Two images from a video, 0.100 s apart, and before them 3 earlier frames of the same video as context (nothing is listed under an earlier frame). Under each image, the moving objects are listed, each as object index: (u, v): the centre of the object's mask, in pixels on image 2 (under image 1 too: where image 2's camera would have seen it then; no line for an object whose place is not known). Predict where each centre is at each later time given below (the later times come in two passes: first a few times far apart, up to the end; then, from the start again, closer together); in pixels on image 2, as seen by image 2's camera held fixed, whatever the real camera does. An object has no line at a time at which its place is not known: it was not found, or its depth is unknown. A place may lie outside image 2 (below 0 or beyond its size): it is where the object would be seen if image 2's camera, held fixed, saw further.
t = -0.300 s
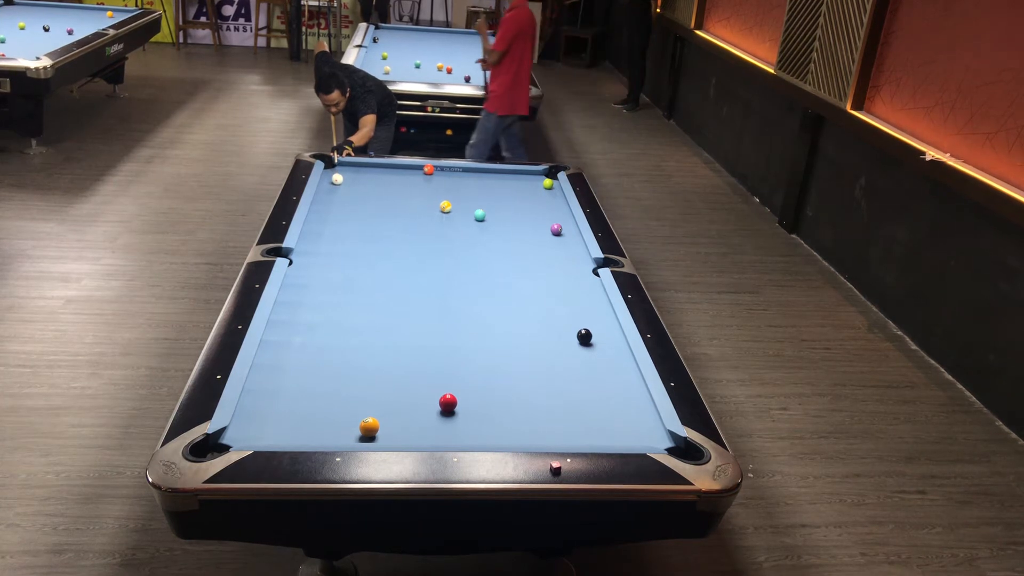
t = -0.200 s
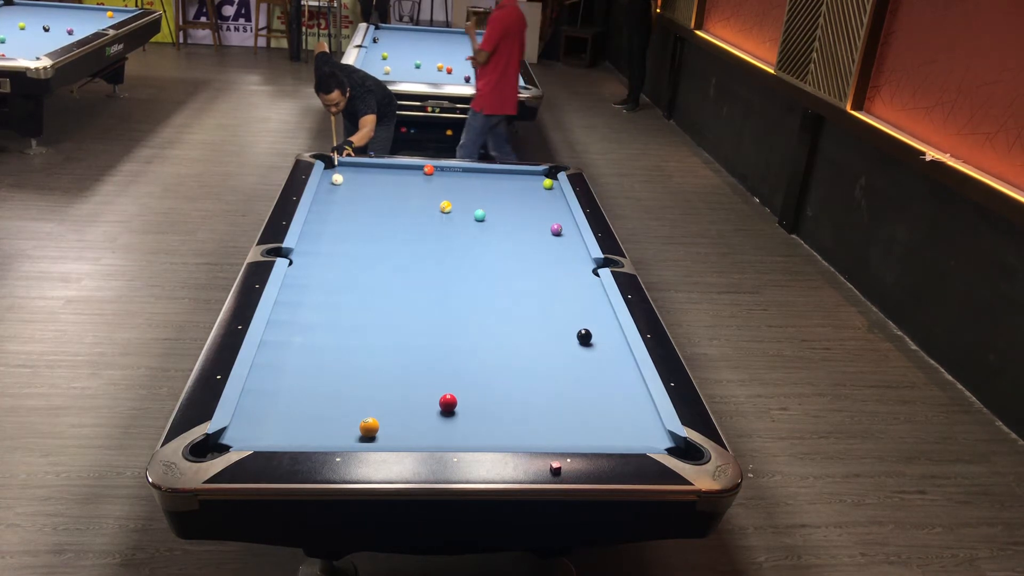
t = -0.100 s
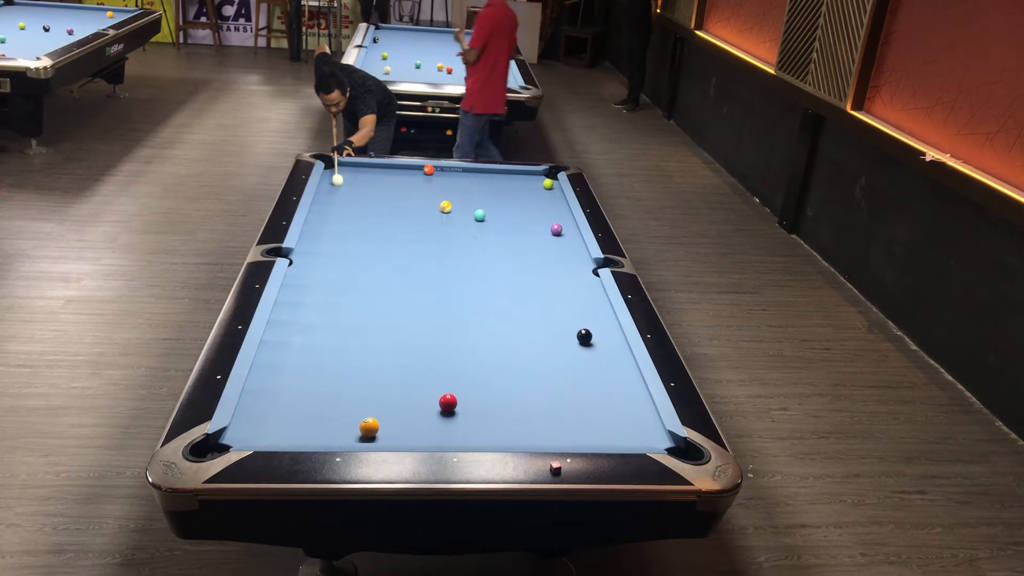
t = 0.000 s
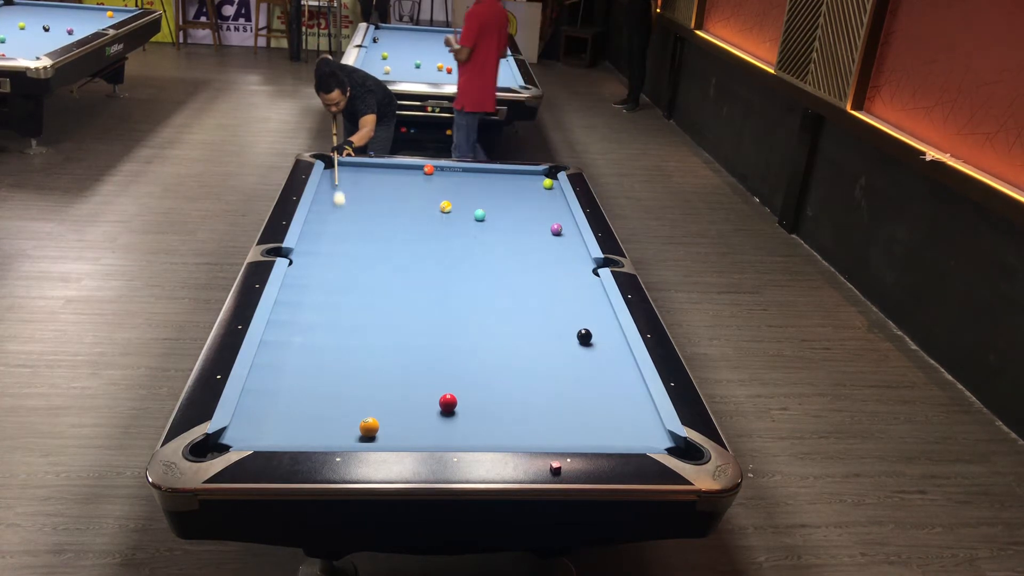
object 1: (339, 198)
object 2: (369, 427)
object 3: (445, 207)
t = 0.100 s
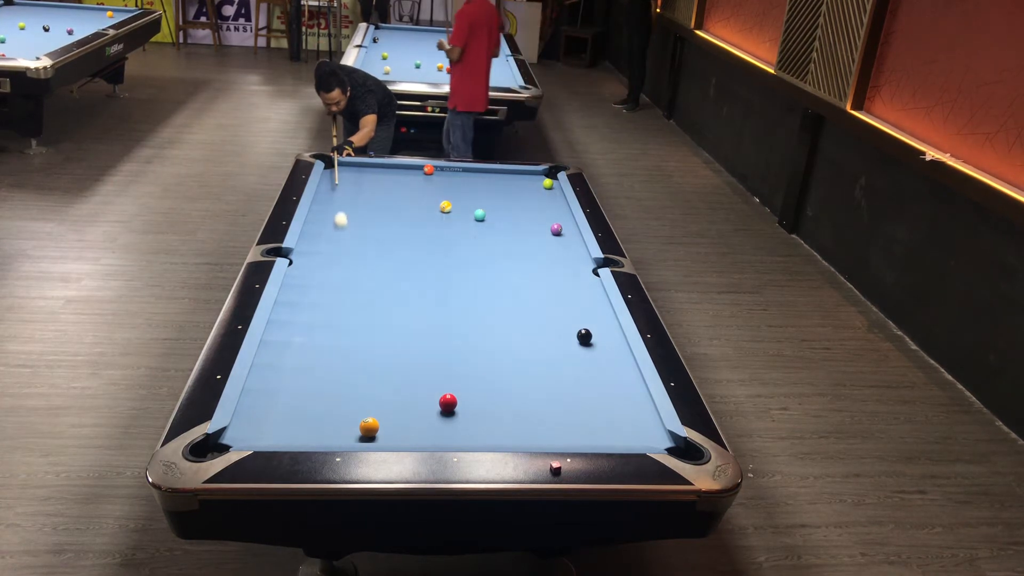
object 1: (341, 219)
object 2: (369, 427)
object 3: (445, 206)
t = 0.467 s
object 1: (346, 309)
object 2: (369, 427)
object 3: (446, 206)
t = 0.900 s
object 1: (316, 416)
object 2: (413, 436)
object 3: (446, 207)
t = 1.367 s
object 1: (279, 345)
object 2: (488, 422)
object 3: (446, 206)
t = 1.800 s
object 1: (327, 304)
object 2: (546, 408)
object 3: (446, 206)
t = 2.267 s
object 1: (367, 269)
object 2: (600, 396)
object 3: (446, 206)
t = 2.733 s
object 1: (398, 241)
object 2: (635, 386)
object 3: (446, 206)
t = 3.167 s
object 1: (421, 221)
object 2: (611, 380)
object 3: (446, 206)
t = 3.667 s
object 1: (432, 203)
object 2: (590, 375)
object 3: (455, 205)
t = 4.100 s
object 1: (427, 193)
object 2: (576, 372)
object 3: (473, 201)
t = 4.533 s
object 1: (423, 184)
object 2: (567, 370)
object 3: (489, 199)
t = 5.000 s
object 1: (418, 175)
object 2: (561, 369)
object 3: (503, 196)
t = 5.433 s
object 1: (414, 169)
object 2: (560, 370)
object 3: (513, 195)
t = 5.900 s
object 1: (414, 169)
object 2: (560, 369)
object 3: (522, 193)
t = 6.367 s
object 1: (416, 171)
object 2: (560, 369)
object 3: (528, 193)
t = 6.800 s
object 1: (416, 172)
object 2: (560, 368)
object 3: (531, 192)
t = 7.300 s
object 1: (416, 172)
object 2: (560, 369)
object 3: (531, 192)
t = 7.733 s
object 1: (416, 172)
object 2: (560, 369)
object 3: (531, 192)
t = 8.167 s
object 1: (416, 172)
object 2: (560, 368)
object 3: (531, 192)
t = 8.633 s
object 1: (416, 172)
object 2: (560, 368)
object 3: (531, 192)
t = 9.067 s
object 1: (416, 172)
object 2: (560, 368)
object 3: (531, 192)
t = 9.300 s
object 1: (416, 172)
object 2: (560, 368)
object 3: (531, 192)
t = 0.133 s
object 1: (341, 226)
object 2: (369, 427)
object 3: (446, 206)
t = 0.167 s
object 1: (342, 233)
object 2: (369, 427)
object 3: (446, 207)
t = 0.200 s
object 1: (342, 241)
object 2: (369, 427)
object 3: (446, 207)
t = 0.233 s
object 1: (343, 248)
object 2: (369, 427)
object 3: (446, 207)
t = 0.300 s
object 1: (344, 264)
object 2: (369, 427)
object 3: (445, 206)
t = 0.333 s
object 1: (344, 272)
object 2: (369, 427)
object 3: (445, 206)
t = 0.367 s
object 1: (345, 281)
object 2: (369, 427)
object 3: (445, 207)
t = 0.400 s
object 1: (345, 290)
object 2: (369, 427)
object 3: (446, 207)
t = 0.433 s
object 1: (346, 300)
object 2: (369, 427)
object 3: (446, 207)
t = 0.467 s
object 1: (346, 309)
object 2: (369, 427)
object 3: (446, 206)
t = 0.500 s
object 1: (347, 320)
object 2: (369, 427)
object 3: (446, 206)
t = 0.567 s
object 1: (348, 342)
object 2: (369, 427)
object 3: (446, 206)
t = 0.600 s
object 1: (349, 354)
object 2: (369, 427)
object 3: (446, 207)
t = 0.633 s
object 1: (349, 367)
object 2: (369, 427)
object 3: (446, 207)
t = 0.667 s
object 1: (350, 380)
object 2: (369, 427)
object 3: (446, 206)
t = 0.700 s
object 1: (350, 394)
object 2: (369, 427)
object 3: (445, 207)
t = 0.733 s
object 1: (351, 409)
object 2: (369, 427)
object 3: (445, 206)
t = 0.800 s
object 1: (338, 434)
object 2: (384, 431)
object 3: (446, 207)
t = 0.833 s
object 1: (329, 433)
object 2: (395, 434)
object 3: (446, 206)
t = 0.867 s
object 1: (322, 425)
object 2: (404, 435)
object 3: (446, 206)
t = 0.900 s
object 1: (316, 416)
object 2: (413, 436)
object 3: (446, 207)
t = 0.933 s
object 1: (309, 409)
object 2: (419, 435)
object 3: (446, 207)
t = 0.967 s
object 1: (304, 403)
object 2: (424, 434)
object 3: (446, 207)
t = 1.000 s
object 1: (298, 397)
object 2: (430, 434)
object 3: (446, 206)
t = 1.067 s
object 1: (288, 386)
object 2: (442, 433)
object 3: (446, 206)
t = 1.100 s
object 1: (283, 380)
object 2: (447, 431)
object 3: (446, 207)
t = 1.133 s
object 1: (278, 375)
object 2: (452, 430)
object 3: (446, 206)
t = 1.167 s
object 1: (274, 370)
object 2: (457, 428)
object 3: (446, 206)
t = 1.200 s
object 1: (269, 365)
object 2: (463, 427)
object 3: (446, 206)
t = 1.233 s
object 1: (264, 360)
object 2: (468, 427)
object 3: (446, 206)
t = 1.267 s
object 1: (265, 356)
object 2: (473, 425)
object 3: (446, 206)
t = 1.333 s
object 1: (274, 348)
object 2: (483, 423)
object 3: (446, 206)
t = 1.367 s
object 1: (279, 345)
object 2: (488, 422)
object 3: (446, 206)
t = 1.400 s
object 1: (283, 341)
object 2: (492, 420)
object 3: (446, 206)
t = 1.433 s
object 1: (287, 338)
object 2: (497, 419)
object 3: (446, 206)
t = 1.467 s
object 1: (291, 334)
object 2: (502, 418)
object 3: (446, 206)
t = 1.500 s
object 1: (295, 331)
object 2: (507, 417)
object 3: (446, 206)
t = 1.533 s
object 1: (299, 327)
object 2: (511, 416)
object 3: (446, 206)
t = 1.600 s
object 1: (306, 321)
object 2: (520, 414)
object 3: (446, 206)
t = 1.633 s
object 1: (310, 318)
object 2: (525, 413)
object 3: (446, 206)
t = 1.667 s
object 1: (313, 315)
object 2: (529, 412)
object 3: (446, 206)
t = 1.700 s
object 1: (316, 312)
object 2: (533, 411)
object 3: (446, 206)
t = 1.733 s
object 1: (320, 309)
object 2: (538, 410)
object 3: (446, 206)
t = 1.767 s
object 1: (323, 306)
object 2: (542, 409)
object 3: (446, 206)
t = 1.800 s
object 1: (327, 304)
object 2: (546, 408)
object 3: (446, 206)
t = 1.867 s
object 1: (333, 298)
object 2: (554, 406)
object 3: (446, 206)
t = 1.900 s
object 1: (336, 296)
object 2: (559, 405)
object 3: (446, 206)
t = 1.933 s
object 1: (339, 293)
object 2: (563, 405)
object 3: (446, 206)
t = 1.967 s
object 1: (342, 290)
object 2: (567, 403)
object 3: (446, 206)
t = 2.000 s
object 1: (345, 288)
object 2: (571, 403)
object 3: (446, 206)
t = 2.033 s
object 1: (348, 285)
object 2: (574, 402)
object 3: (446, 206)
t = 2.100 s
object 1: (354, 280)
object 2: (582, 400)
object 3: (446, 206)
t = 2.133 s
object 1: (356, 278)
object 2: (586, 399)
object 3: (446, 206)
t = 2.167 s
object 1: (359, 275)
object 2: (589, 398)
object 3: (446, 206)
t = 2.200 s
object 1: (361, 273)
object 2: (593, 397)
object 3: (446, 206)
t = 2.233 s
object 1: (364, 271)
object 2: (597, 397)
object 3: (446, 206)
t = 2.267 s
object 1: (367, 269)
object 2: (600, 396)
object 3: (446, 206)
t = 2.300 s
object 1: (369, 267)
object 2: (604, 395)
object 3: (446, 206)
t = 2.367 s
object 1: (374, 262)
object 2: (611, 394)
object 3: (446, 206)
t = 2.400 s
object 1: (376, 260)
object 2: (614, 393)
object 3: (446, 206)
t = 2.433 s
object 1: (379, 258)
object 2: (618, 392)
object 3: (446, 206)
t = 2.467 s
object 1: (381, 257)
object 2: (621, 392)
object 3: (446, 206)
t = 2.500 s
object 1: (383, 254)
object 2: (624, 391)
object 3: (446, 206)
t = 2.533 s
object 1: (385, 253)
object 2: (627, 390)
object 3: (446, 206)
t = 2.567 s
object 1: (388, 250)
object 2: (631, 389)
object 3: (446, 206)
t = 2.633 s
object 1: (392, 247)
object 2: (637, 388)
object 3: (446, 206)
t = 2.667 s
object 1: (394, 245)
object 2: (638, 387)
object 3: (446, 206)
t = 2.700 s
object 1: (396, 243)
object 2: (636, 387)
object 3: (446, 206)
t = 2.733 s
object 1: (398, 241)
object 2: (635, 386)
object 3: (446, 206)
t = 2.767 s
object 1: (400, 240)
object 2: (633, 386)
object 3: (446, 206)
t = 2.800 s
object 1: (402, 238)
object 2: (631, 385)
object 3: (446, 206)
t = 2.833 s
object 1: (404, 236)
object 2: (629, 385)
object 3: (446, 206)
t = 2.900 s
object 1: (408, 233)
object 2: (625, 384)
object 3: (446, 206)
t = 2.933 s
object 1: (409, 231)
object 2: (623, 383)
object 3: (446, 206)
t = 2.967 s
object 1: (411, 230)
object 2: (622, 383)
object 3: (446, 206)
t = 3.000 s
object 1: (413, 228)
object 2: (620, 382)
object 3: (446, 206)
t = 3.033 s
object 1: (415, 227)
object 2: (618, 382)
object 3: (446, 206)
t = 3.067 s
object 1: (416, 226)
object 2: (616, 381)
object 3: (446, 206)
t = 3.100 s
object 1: (418, 224)
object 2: (615, 381)
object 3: (446, 206)
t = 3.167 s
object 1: (421, 221)
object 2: (611, 380)
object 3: (446, 206)
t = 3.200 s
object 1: (423, 219)
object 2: (610, 380)
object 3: (446, 206)
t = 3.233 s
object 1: (424, 218)
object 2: (608, 379)
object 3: (446, 206)
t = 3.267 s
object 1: (426, 217)
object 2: (607, 379)
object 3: (446, 206)
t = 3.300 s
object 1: (427, 215)
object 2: (605, 378)
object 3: (446, 206)
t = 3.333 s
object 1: (429, 214)
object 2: (604, 378)
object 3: (446, 206)
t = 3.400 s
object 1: (432, 212)
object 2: (601, 377)
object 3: (446, 206)
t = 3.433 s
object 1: (433, 210)
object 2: (599, 377)
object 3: (446, 206)
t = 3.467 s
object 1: (434, 209)
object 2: (598, 376)
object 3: (446, 206)
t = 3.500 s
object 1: (434, 208)
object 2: (597, 376)
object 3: (447, 206)
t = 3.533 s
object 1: (434, 207)
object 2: (595, 376)
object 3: (449, 206)
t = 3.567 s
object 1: (434, 206)
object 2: (594, 376)
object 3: (450, 206)
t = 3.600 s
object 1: (433, 205)
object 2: (593, 375)
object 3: (452, 205)
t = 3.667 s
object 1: (432, 203)
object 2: (590, 375)
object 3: (455, 205)
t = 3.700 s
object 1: (432, 202)
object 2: (589, 375)
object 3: (456, 205)
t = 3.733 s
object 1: (432, 202)
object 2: (588, 374)
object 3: (458, 204)
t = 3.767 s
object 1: (431, 201)
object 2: (587, 374)
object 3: (460, 204)
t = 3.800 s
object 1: (431, 200)
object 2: (585, 374)
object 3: (461, 204)
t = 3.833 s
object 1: (430, 199)
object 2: (584, 373)
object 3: (463, 203)
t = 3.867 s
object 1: (430, 198)
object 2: (583, 373)
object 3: (464, 203)
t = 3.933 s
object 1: (429, 196)
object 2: (581, 373)
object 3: (467, 203)
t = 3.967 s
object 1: (429, 196)
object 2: (580, 373)
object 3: (468, 202)
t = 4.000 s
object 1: (428, 195)
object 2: (579, 372)
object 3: (469, 202)
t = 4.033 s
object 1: (428, 194)
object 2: (578, 372)
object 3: (471, 202)
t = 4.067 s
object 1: (428, 193)
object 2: (577, 372)
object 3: (472, 202)
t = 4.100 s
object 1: (427, 193)
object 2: (576, 372)
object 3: (473, 201)
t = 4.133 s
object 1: (427, 192)
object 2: (576, 372)
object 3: (475, 201)
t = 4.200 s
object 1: (426, 190)
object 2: (574, 371)
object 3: (477, 201)
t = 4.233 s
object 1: (426, 190)
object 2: (573, 371)
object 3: (478, 201)
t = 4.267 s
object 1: (425, 189)
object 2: (572, 371)
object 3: (480, 200)
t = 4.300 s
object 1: (425, 188)
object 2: (571, 371)
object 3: (481, 200)
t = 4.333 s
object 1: (425, 187)
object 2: (571, 371)
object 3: (482, 200)
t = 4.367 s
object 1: (424, 187)
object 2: (570, 371)
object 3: (483, 200)
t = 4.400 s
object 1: (424, 186)
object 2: (569, 371)
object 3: (484, 200)
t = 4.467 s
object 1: (423, 185)
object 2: (568, 370)
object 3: (487, 199)
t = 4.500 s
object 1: (423, 184)
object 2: (568, 370)
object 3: (488, 199)
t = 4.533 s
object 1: (423, 184)
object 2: (567, 370)
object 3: (489, 199)
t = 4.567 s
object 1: (422, 183)
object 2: (566, 370)
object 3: (490, 199)
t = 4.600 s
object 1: (422, 182)
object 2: (566, 370)
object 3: (492, 198)
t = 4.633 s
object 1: (422, 182)
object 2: (565, 370)
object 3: (493, 198)
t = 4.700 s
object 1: (421, 180)
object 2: (564, 370)
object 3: (495, 198)
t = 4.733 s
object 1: (421, 180)
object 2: (564, 370)
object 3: (496, 198)
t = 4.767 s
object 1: (420, 179)
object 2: (563, 370)
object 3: (497, 198)
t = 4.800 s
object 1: (420, 179)
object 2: (563, 370)
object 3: (498, 197)
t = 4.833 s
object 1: (420, 178)
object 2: (563, 370)
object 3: (498, 197)
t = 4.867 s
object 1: (419, 178)
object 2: (562, 370)
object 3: (499, 197)
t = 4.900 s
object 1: (419, 177)
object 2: (562, 369)
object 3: (500, 197)
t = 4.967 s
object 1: (418, 176)
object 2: (561, 369)
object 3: (502, 197)
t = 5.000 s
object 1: (418, 175)
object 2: (561, 369)
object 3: (503, 196)
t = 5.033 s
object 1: (418, 175)
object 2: (561, 369)
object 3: (504, 196)
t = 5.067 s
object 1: (418, 174)
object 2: (561, 369)
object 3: (505, 196)
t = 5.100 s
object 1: (417, 174)
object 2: (560, 369)
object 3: (506, 196)
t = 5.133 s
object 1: (417, 173)
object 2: (560, 369)
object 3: (506, 196)
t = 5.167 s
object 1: (417, 173)
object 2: (560, 369)
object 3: (507, 196)
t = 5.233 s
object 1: (416, 172)
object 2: (560, 369)
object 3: (509, 196)
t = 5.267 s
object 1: (416, 171)
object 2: (560, 369)
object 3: (510, 196)
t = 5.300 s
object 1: (415, 171)
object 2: (560, 370)
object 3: (511, 195)
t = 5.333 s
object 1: (415, 170)
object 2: (560, 369)
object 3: (511, 195)
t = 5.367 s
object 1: (415, 170)
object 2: (560, 370)
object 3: (512, 195)
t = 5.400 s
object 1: (415, 169)
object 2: (560, 370)
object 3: (513, 195)
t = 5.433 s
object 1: (414, 169)
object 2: (560, 370)
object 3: (513, 195)
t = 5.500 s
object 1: (414, 168)
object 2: (560, 369)
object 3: (515, 195)
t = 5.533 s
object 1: (414, 168)
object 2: (560, 369)
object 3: (516, 195)
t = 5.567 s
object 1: (413, 168)
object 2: (560, 369)
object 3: (516, 194)
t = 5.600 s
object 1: (413, 168)
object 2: (560, 369)
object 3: (517, 194)
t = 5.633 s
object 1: (414, 168)
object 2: (560, 369)
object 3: (518, 194)
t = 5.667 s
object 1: (414, 168)
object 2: (560, 369)
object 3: (518, 194)
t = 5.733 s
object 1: (414, 168)
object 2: (560, 369)
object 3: (519, 194)
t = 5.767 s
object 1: (414, 169)
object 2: (560, 369)
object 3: (520, 194)
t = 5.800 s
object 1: (414, 169)
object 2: (560, 369)
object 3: (521, 194)
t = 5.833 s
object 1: (414, 169)
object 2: (560, 369)
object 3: (521, 194)
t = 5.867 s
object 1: (414, 169)
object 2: (560, 369)
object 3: (522, 193)
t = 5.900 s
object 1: (414, 169)
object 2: (560, 369)
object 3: (522, 193)
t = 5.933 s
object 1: (414, 169)
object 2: (560, 369)
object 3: (523, 193)
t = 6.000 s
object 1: (414, 170)
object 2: (560, 369)
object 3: (524, 193)
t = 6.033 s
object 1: (414, 170)
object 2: (560, 369)
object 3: (524, 193)
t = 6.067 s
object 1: (415, 170)
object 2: (560, 369)
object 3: (525, 193)
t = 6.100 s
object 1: (415, 170)
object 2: (560, 369)
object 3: (525, 193)
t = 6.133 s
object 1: (415, 170)
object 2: (560, 369)
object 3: (525, 193)
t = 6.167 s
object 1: (415, 170)
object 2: (560, 369)
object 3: (526, 193)
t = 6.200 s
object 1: (415, 170)
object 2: (560, 369)
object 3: (526, 193)
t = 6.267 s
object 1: (415, 171)
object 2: (560, 369)
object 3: (527, 193)
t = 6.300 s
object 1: (415, 171)
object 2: (560, 369)
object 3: (527, 193)
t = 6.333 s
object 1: (415, 171)
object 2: (560, 369)
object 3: (528, 193)
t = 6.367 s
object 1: (416, 171)
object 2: (560, 369)
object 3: (528, 193)
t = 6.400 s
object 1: (416, 171)
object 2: (560, 369)
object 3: (528, 192)
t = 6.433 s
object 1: (416, 171)
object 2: (560, 369)
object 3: (529, 192)
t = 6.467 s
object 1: (416, 171)
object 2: (560, 369)
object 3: (529, 192)
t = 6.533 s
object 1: (416, 171)
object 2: (560, 369)
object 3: (529, 192)
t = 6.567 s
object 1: (416, 171)
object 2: (560, 369)
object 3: (530, 192)
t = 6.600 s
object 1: (416, 172)
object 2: (560, 369)
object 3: (530, 192)
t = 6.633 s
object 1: (416, 172)
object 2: (560, 369)
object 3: (530, 192)
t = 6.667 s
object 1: (416, 172)
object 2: (560, 369)
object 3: (530, 192)
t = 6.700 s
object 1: (416, 172)
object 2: (560, 369)
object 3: (531, 192)
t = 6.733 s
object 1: (416, 172)
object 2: (560, 369)
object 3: (531, 192)
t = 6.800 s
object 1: (416, 172)
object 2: (560, 368)
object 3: (531, 192)
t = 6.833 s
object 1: (416, 172)
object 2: (560, 368)
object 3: (531, 192)
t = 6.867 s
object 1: (416, 172)
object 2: (560, 369)
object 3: (531, 192)
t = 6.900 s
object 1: (416, 172)
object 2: (560, 368)
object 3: (531, 192)
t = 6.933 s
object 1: (416, 172)
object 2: (560, 368)
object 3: (531, 192)
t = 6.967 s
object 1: (416, 172)
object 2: (560, 368)
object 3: (531, 192)
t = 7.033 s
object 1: (416, 172)
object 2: (560, 368)
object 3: (531, 192)
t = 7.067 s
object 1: (416, 172)
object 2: (560, 368)
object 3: (531, 192)
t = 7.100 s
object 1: (416, 172)
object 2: (560, 368)
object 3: (531, 192)
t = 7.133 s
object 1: (416, 172)
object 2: (560, 368)
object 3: (531, 192)
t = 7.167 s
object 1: (416, 172)
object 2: (560, 368)
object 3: (531, 192)
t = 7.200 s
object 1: (416, 172)
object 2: (560, 368)
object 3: (531, 192)
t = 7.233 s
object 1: (416, 172)
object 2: (560, 368)
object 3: (531, 192)
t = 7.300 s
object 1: (416, 172)
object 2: (560, 369)
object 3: (531, 192)
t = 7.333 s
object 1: (416, 172)
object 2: (560, 368)
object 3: (531, 192)
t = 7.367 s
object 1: (416, 172)
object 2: (560, 369)
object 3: (531, 192)
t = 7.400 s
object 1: (416, 172)
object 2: (560, 368)
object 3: (531, 192)
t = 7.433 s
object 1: (416, 172)
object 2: (560, 368)
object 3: (531, 192)
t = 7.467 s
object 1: (416, 172)
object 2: (560, 368)
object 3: (531, 192)
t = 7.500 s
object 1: (416, 172)
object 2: (560, 369)
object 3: (531, 192)
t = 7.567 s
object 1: (416, 172)
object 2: (560, 368)
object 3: (531, 192)
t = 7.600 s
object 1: (416, 172)
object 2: (560, 368)
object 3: (531, 192)
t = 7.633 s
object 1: (416, 172)
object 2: (560, 368)
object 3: (531, 192)
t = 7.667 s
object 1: (416, 172)
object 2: (560, 368)
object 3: (531, 192)
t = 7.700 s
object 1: (416, 172)
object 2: (560, 368)
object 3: (531, 192)
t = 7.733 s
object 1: (416, 172)
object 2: (560, 369)
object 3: (531, 192)
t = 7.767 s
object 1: (416, 172)
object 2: (560, 369)
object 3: (531, 192)
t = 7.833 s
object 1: (416, 172)
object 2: (560, 368)
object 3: (531, 192)
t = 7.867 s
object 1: (416, 172)
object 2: (560, 368)
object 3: (531, 192)
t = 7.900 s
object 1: (416, 172)
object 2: (560, 368)
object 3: (531, 192)
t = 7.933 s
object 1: (416, 172)
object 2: (560, 368)
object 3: (531, 192)
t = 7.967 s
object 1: (416, 172)
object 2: (560, 369)
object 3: (531, 192)
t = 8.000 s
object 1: (416, 172)
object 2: (560, 369)
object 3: (531, 192)
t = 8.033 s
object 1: (416, 172)
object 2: (560, 368)
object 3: (531, 192)
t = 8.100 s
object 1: (416, 172)
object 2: (560, 368)
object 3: (531, 192)
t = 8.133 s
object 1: (416, 172)
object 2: (560, 369)
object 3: (531, 192)
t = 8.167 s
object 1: (416, 172)
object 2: (560, 368)
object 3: (531, 192)
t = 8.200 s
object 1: (416, 172)
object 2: (560, 368)
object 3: (531, 192)
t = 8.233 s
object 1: (416, 172)
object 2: (560, 369)
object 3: (531, 192)
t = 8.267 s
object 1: (416, 172)
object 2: (560, 368)
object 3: (531, 192)
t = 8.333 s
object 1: (416, 172)
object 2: (560, 368)
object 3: (531, 192)
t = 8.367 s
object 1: (416, 172)
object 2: (560, 368)
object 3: (531, 192)
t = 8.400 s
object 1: (416, 172)
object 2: (560, 368)
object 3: (531, 192)
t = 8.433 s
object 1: (416, 172)
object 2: (560, 368)
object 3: (531, 192)
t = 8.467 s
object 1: (416, 172)
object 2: (560, 368)
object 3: (531, 192)
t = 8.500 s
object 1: (416, 172)
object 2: (560, 369)
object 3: (531, 192)
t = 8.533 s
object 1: (416, 172)
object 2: (560, 368)
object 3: (531, 192)
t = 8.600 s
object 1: (416, 172)
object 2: (560, 368)
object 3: (531, 192)
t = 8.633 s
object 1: (416, 172)
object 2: (560, 368)
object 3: (531, 192)
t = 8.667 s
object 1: (416, 172)
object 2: (560, 369)
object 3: (531, 192)
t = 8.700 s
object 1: (416, 172)
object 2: (560, 368)
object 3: (531, 192)
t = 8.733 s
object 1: (416, 172)
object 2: (560, 369)
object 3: (531, 192)
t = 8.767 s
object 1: (416, 172)
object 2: (560, 368)
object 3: (531, 192)
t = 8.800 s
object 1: (416, 172)
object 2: (560, 369)
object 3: (531, 192)
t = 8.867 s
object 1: (416, 172)
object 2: (560, 368)
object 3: (531, 192)
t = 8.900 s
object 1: (416, 172)
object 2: (560, 368)
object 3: (531, 192)
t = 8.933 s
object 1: (416, 172)
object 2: (560, 369)
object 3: (531, 192)
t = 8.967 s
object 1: (416, 172)
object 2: (560, 368)
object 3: (531, 192)
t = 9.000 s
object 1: (416, 172)
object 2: (560, 368)
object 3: (531, 192)
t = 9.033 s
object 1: (416, 172)
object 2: (560, 368)
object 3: (531, 192)
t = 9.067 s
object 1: (416, 172)
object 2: (560, 368)
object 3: (531, 192)
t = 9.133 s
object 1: (416, 172)
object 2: (560, 368)
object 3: (531, 192)
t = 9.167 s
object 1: (416, 172)
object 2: (560, 369)
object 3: (531, 192)
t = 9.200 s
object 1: (416, 172)
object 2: (560, 368)
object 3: (531, 192)
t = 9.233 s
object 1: (416, 172)
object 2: (560, 368)
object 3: (531, 192)
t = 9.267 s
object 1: (416, 172)
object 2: (560, 369)
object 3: (531, 192)
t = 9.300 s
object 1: (416, 172)
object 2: (560, 368)
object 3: (531, 192)
